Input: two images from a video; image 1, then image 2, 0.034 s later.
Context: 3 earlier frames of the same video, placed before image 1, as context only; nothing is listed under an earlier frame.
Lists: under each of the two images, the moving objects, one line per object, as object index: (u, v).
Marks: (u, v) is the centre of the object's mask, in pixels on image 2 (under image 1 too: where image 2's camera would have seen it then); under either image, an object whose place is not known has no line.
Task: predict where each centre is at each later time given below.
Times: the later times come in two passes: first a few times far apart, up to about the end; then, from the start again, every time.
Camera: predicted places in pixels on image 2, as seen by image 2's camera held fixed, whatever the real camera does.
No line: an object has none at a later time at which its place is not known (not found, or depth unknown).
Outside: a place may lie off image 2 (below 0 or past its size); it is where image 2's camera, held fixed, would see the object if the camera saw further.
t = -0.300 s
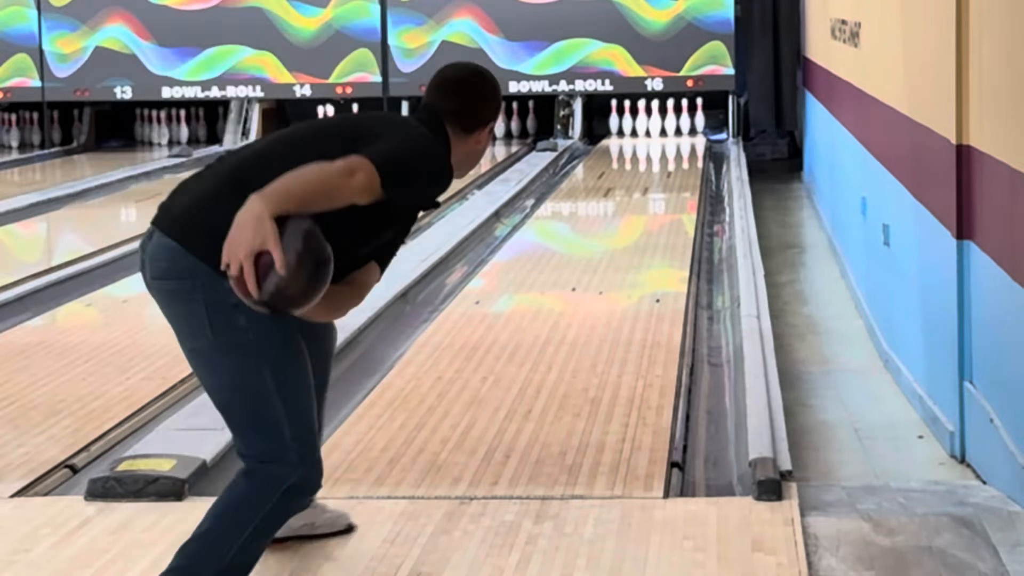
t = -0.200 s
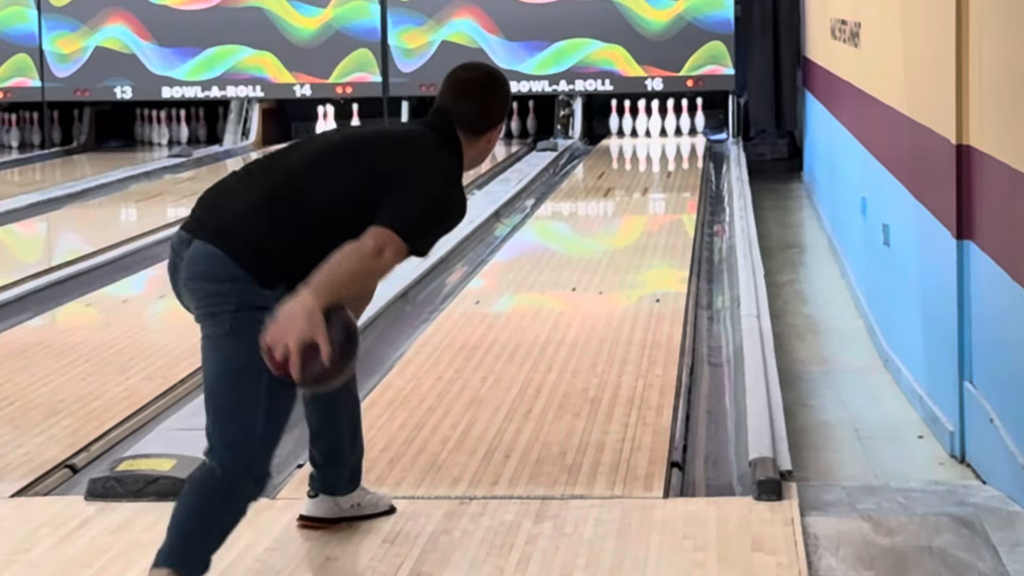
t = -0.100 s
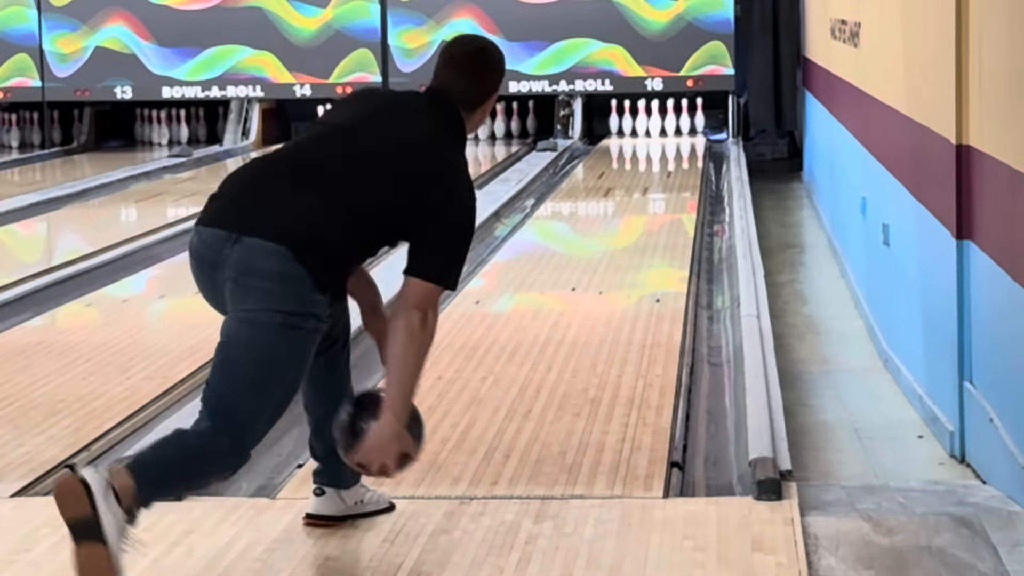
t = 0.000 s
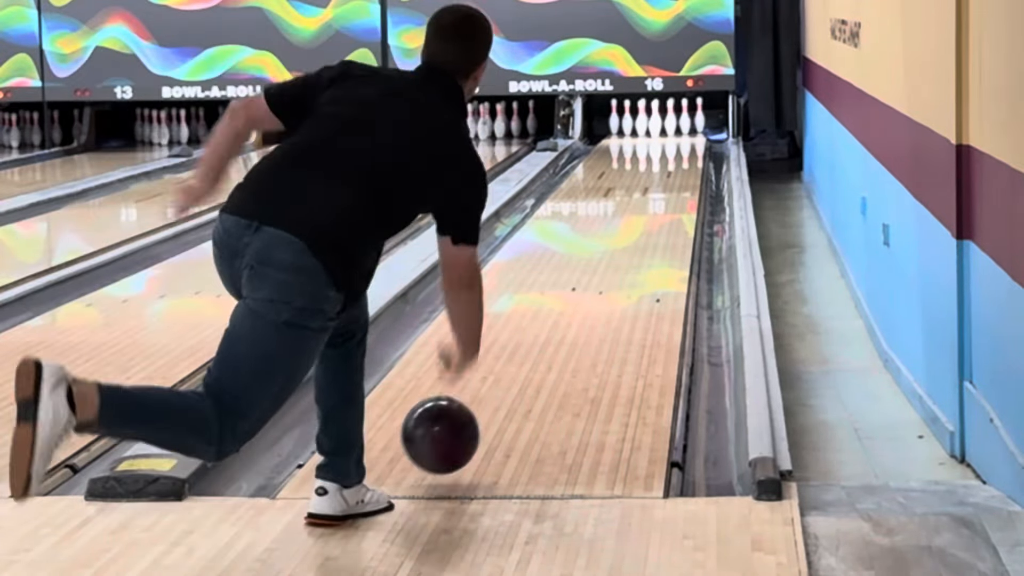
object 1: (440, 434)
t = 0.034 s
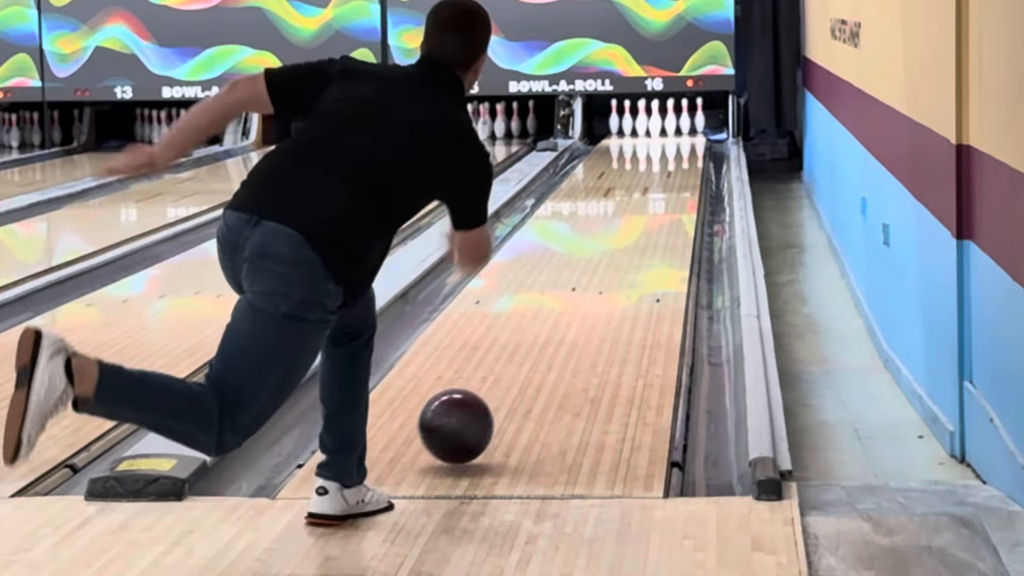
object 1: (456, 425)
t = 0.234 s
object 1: (527, 348)
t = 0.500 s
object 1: (586, 277)
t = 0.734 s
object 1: (619, 237)
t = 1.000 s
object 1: (645, 204)
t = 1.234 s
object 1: (661, 183)
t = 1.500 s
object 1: (673, 163)
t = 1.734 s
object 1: (678, 150)
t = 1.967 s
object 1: (677, 139)
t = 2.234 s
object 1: (670, 130)
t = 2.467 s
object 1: (672, 124)
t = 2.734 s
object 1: (685, 128)
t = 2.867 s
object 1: (689, 125)
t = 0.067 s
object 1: (470, 412)
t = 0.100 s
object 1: (483, 397)
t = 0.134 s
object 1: (495, 385)
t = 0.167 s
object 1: (507, 372)
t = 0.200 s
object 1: (517, 360)
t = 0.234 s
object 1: (527, 348)
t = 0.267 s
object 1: (536, 338)
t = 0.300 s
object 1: (544, 327)
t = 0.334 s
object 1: (552, 318)
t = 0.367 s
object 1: (560, 309)
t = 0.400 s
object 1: (567, 300)
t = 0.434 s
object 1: (574, 292)
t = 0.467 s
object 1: (580, 284)
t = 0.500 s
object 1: (586, 277)
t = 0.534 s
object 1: (591, 270)
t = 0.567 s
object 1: (597, 264)
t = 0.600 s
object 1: (601, 258)
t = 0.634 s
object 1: (606, 253)
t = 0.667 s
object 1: (611, 247)
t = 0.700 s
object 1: (615, 242)
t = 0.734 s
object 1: (619, 237)
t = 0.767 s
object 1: (623, 232)
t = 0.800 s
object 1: (626, 227)
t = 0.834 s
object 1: (630, 223)
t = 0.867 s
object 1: (633, 219)
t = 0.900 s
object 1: (636, 215)
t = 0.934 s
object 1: (639, 212)
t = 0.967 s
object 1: (642, 208)
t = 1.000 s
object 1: (645, 204)
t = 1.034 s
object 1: (647, 201)
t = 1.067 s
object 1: (650, 198)
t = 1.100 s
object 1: (653, 194)
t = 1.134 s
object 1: (655, 191)
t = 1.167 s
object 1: (657, 188)
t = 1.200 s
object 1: (659, 185)
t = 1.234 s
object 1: (661, 183)
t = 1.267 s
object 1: (663, 180)
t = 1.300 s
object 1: (665, 177)
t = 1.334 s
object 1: (666, 175)
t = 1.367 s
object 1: (668, 173)
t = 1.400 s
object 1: (669, 170)
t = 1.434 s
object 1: (671, 168)
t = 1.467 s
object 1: (672, 165)
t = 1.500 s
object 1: (673, 163)
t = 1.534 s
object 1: (674, 161)
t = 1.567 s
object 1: (675, 159)
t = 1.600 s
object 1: (675, 157)
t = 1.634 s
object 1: (676, 155)
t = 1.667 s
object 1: (677, 153)
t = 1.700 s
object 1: (677, 151)
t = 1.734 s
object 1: (678, 150)
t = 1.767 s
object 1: (678, 148)
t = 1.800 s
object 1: (678, 146)
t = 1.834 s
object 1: (678, 145)
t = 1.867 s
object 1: (678, 144)
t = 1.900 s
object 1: (677, 142)
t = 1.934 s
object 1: (677, 141)
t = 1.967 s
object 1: (677, 139)
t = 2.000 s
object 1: (676, 138)
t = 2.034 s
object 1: (676, 137)
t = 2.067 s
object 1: (674, 135)
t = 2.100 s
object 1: (673, 134)
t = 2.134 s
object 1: (672, 133)
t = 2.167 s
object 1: (671, 133)
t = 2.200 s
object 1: (671, 132)
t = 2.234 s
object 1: (670, 130)
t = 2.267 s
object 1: (668, 129)
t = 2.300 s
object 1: (667, 128)
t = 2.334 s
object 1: (668, 127)
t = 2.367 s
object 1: (669, 126)
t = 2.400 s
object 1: (671, 126)
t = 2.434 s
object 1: (670, 124)
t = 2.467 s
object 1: (672, 124)
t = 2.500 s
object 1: (672, 124)
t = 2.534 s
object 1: (675, 121)
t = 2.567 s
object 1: (676, 122)
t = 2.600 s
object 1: (677, 123)
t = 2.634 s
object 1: (677, 124)
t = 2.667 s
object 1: (683, 125)
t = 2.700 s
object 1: (686, 125)
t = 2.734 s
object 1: (685, 128)
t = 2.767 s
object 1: (687, 127)
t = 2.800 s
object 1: (688, 127)
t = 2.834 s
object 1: (688, 126)
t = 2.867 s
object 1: (689, 125)
